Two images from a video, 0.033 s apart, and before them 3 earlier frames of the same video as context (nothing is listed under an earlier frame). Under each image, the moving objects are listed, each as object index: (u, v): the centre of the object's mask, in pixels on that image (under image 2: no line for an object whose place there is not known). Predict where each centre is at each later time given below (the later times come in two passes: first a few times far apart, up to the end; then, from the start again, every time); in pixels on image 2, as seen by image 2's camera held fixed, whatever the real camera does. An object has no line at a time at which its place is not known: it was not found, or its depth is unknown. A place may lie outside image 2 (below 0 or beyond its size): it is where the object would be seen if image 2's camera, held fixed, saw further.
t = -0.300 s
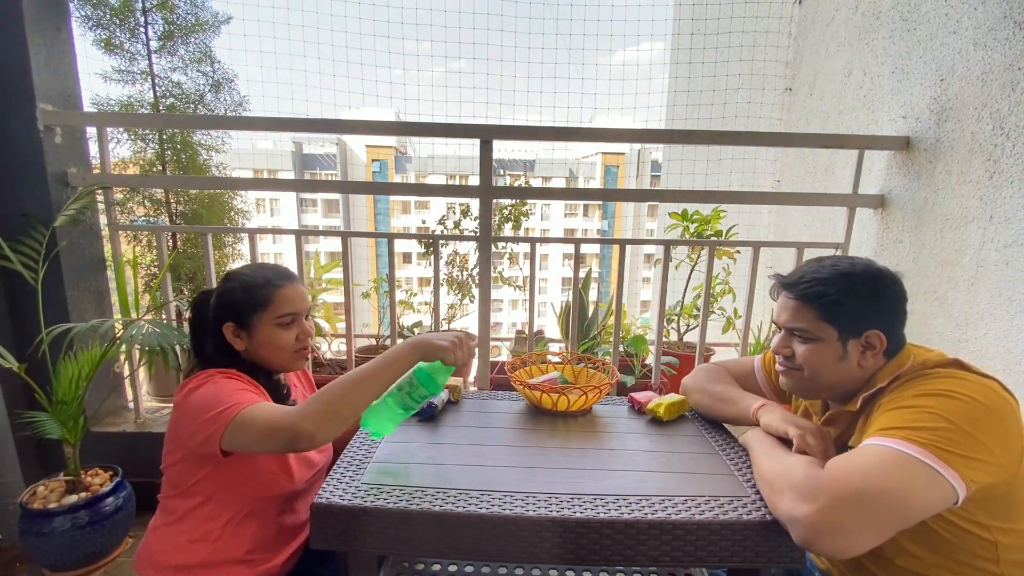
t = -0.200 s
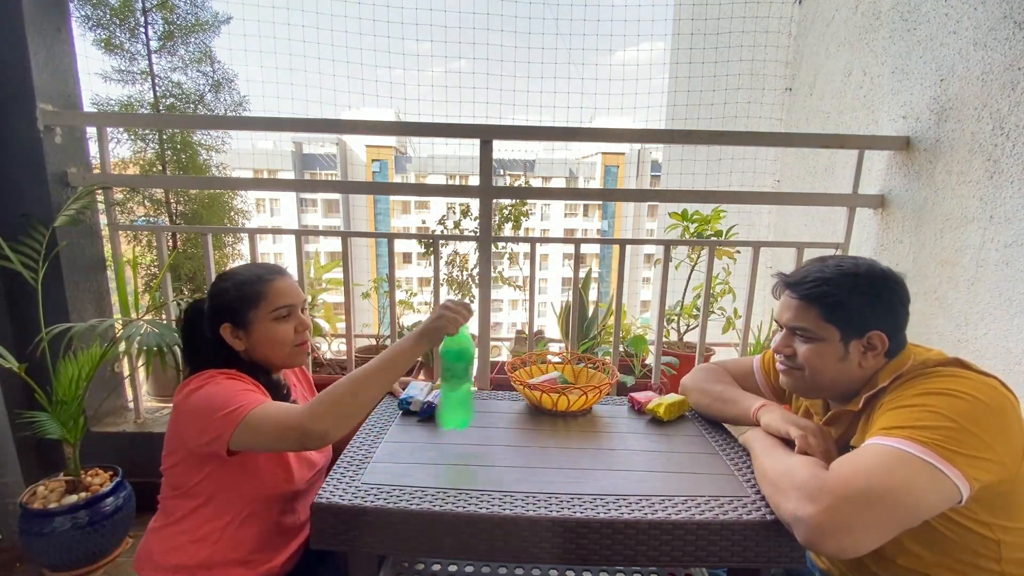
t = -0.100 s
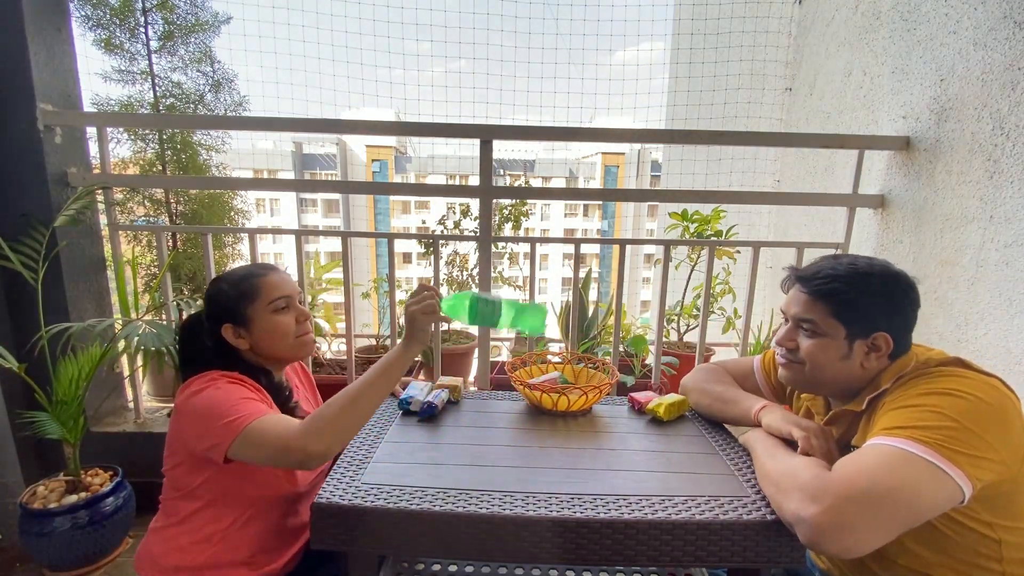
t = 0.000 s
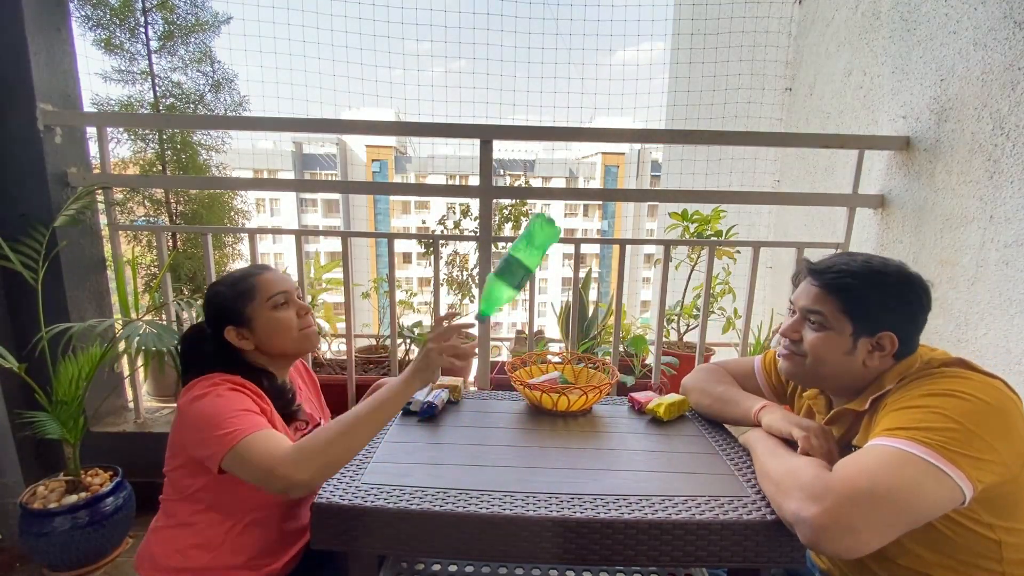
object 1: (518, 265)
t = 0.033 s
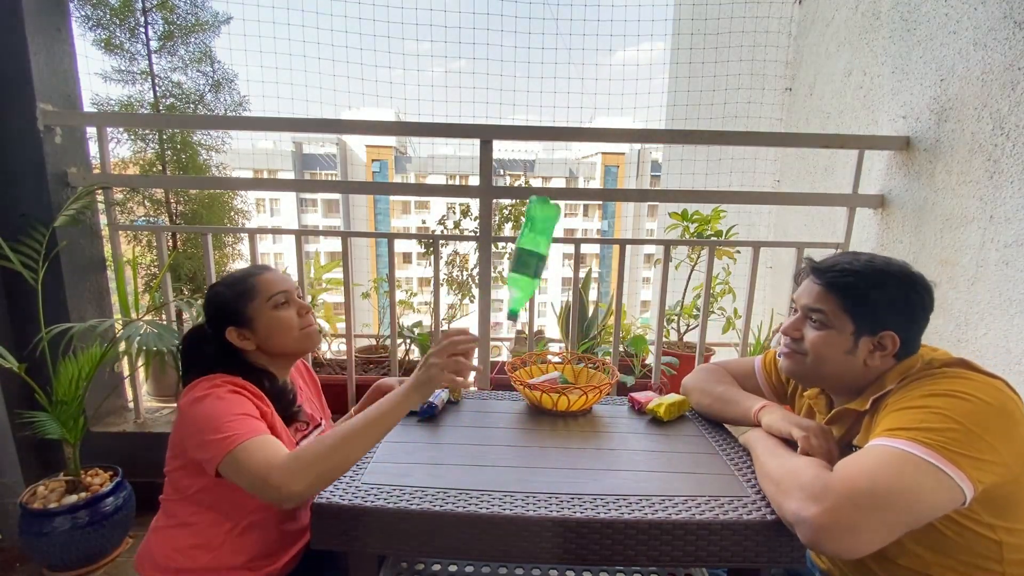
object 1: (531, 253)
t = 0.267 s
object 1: (579, 282)
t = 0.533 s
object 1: (590, 394)
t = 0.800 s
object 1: (627, 467)
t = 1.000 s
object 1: (630, 466)
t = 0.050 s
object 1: (537, 248)
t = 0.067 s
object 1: (542, 244)
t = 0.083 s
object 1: (547, 241)
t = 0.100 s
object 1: (553, 240)
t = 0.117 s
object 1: (556, 237)
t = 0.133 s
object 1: (560, 238)
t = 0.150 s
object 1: (564, 240)
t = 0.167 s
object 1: (567, 241)
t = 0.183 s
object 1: (570, 246)
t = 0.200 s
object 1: (573, 251)
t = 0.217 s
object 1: (575, 256)
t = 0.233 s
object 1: (576, 263)
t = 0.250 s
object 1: (578, 272)
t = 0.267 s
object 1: (579, 282)
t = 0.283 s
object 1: (580, 293)
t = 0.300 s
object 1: (580, 304)
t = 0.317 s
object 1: (579, 318)
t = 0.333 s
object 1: (578, 332)
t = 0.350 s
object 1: (577, 348)
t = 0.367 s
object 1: (575, 365)
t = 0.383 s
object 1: (574, 383)
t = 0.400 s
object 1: (575, 392)
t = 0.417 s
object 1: (578, 389)
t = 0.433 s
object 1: (579, 388)
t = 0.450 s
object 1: (579, 387)
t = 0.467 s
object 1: (579, 386)
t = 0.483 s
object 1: (581, 387)
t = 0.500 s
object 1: (584, 389)
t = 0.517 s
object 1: (587, 391)
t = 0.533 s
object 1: (590, 394)
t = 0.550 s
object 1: (594, 398)
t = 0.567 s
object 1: (597, 404)
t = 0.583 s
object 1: (600, 408)
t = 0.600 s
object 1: (604, 412)
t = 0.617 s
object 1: (609, 419)
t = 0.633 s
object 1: (615, 427)
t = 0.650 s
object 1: (619, 438)
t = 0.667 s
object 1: (623, 450)
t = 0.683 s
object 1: (625, 464)
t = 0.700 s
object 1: (627, 462)
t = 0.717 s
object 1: (627, 464)
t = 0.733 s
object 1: (628, 465)
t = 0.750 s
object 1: (627, 465)
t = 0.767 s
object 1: (627, 467)
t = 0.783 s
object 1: (627, 467)
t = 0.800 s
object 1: (627, 467)
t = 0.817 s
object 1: (628, 467)
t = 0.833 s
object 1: (628, 467)
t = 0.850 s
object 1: (628, 467)
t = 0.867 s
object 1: (628, 467)
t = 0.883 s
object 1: (628, 467)
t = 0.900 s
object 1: (628, 467)
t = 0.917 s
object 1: (628, 467)
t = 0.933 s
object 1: (628, 467)
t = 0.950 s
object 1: (629, 467)
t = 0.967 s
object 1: (629, 467)
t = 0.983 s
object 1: (629, 467)
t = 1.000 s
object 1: (630, 466)
